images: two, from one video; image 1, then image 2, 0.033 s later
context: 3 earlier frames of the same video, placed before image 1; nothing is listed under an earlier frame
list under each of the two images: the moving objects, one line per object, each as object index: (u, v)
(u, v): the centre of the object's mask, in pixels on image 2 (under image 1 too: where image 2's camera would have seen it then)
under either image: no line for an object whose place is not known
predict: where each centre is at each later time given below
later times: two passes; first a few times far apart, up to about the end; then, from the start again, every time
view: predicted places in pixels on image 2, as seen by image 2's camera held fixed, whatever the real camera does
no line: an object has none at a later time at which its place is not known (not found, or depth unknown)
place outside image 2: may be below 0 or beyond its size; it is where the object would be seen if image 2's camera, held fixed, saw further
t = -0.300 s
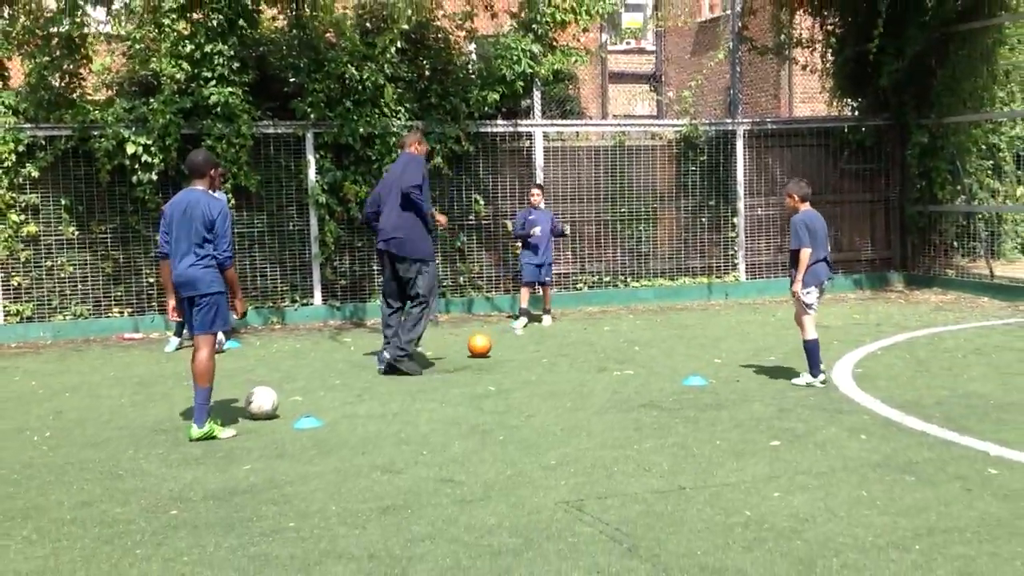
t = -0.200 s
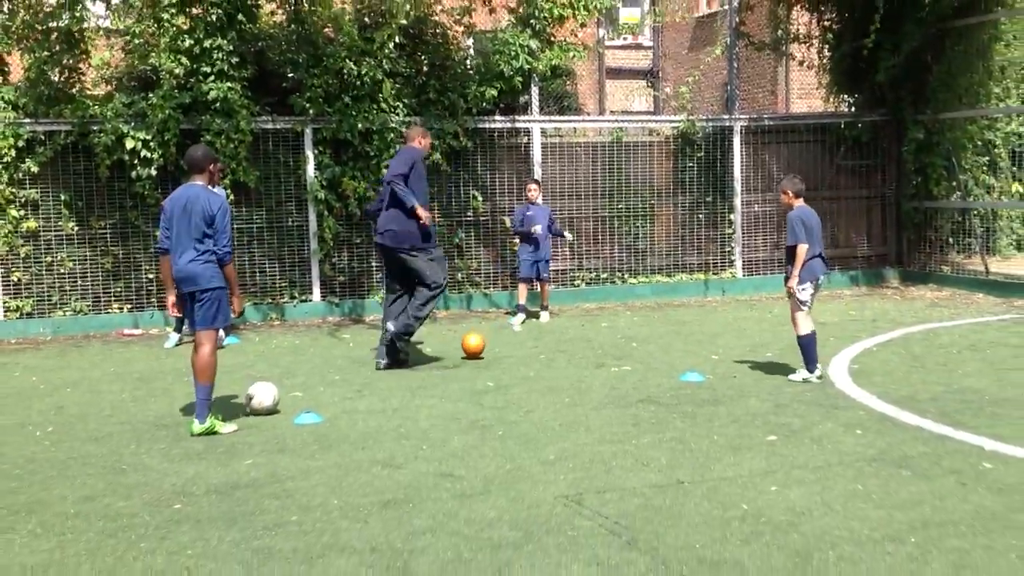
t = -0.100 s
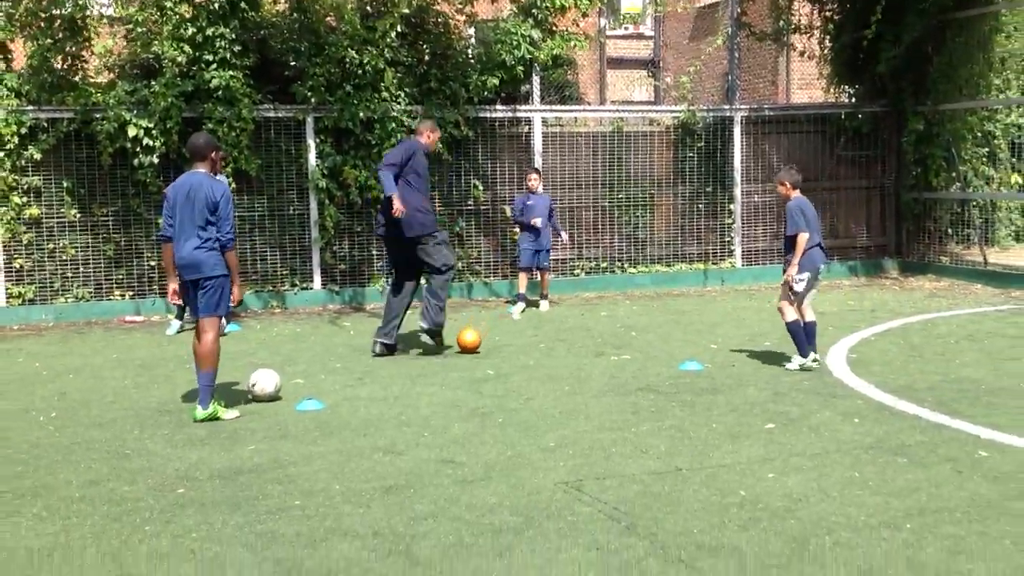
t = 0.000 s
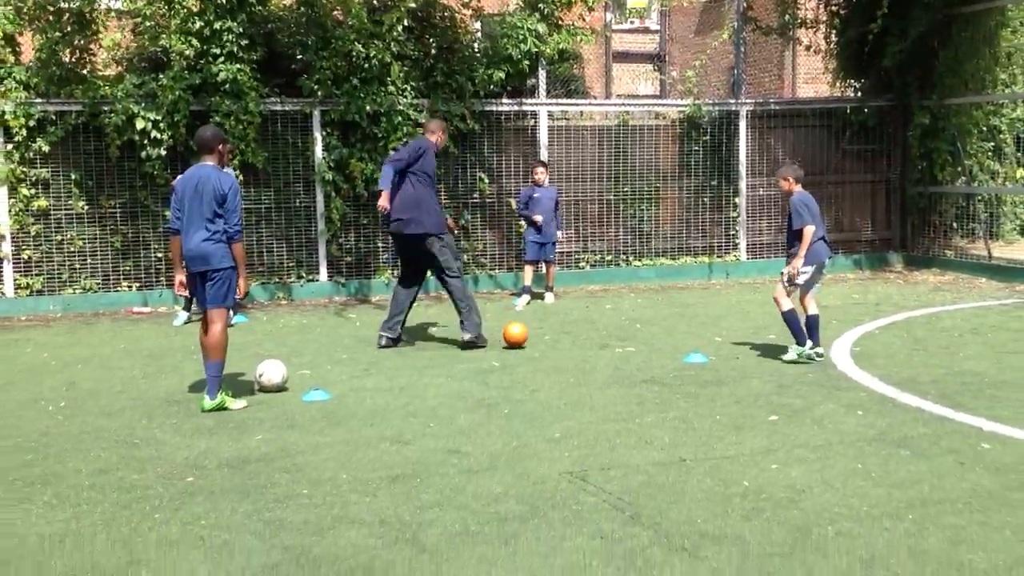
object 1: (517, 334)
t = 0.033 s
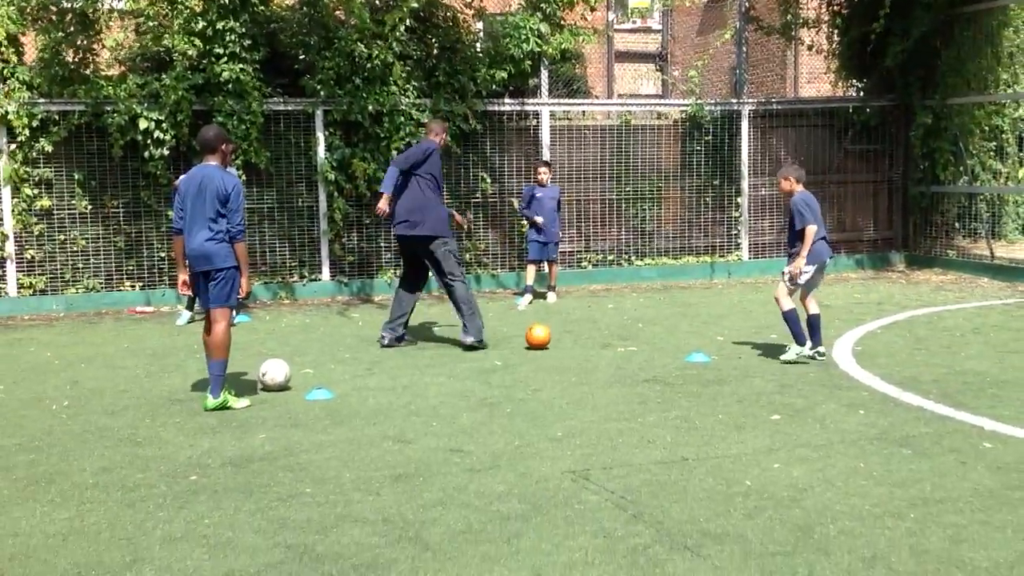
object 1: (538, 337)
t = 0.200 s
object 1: (621, 340)
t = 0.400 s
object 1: (700, 342)
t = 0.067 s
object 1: (555, 337)
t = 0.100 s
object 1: (572, 337)
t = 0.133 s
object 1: (589, 338)
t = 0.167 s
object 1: (606, 340)
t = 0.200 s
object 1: (621, 340)
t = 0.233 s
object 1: (636, 340)
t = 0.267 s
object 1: (650, 342)
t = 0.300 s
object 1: (662, 342)
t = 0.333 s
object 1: (675, 342)
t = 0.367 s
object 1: (688, 343)
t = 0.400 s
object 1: (700, 342)
